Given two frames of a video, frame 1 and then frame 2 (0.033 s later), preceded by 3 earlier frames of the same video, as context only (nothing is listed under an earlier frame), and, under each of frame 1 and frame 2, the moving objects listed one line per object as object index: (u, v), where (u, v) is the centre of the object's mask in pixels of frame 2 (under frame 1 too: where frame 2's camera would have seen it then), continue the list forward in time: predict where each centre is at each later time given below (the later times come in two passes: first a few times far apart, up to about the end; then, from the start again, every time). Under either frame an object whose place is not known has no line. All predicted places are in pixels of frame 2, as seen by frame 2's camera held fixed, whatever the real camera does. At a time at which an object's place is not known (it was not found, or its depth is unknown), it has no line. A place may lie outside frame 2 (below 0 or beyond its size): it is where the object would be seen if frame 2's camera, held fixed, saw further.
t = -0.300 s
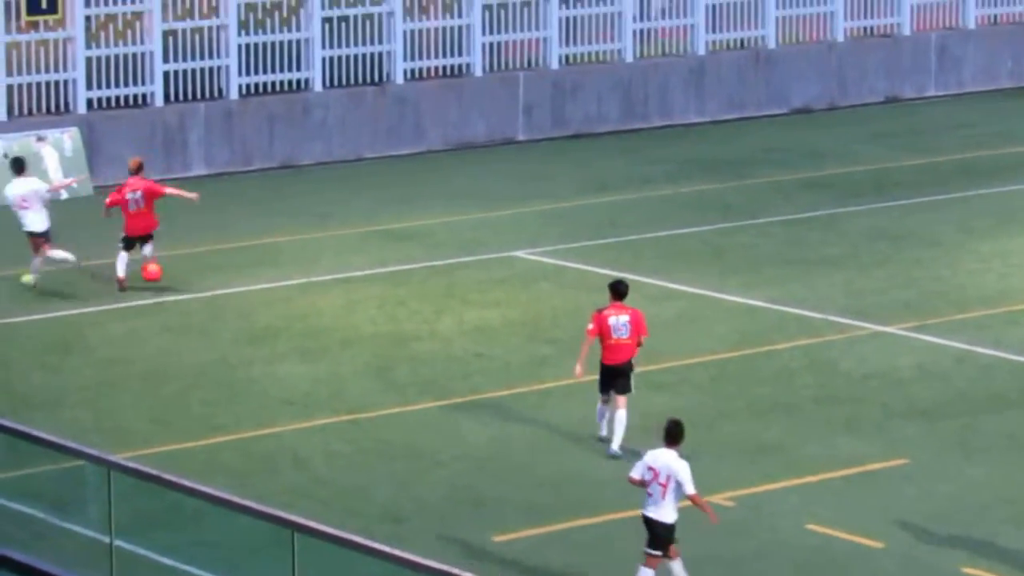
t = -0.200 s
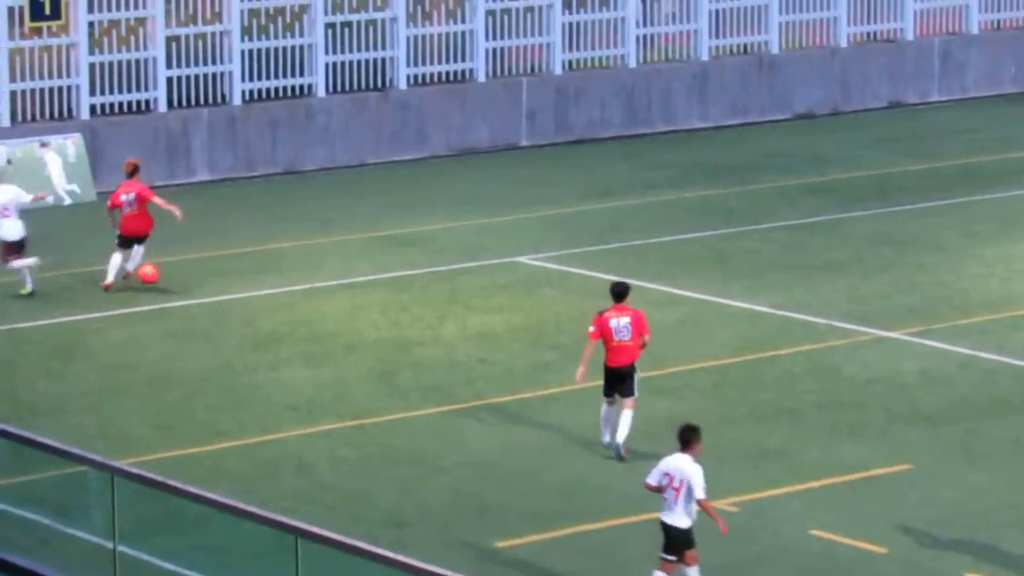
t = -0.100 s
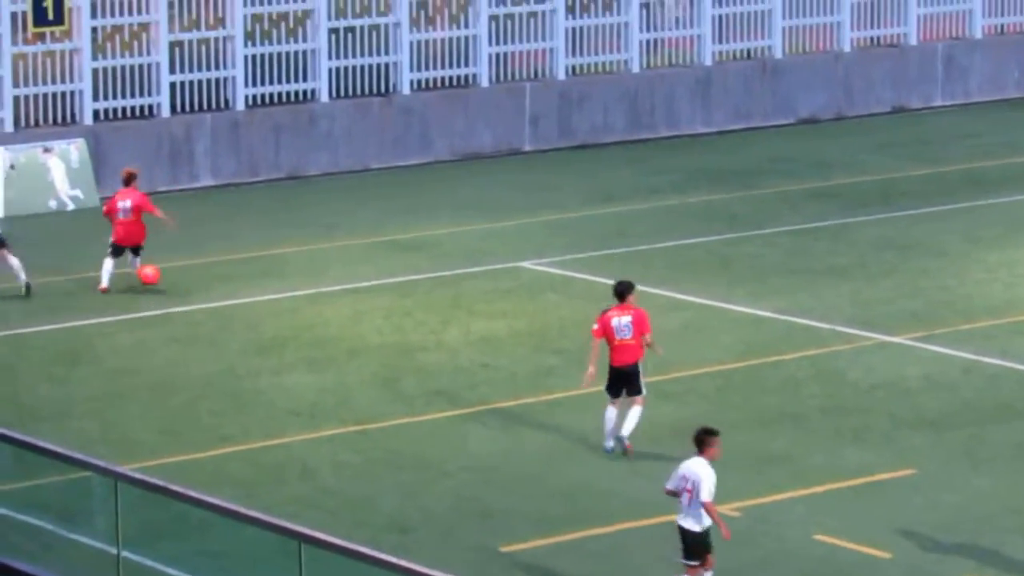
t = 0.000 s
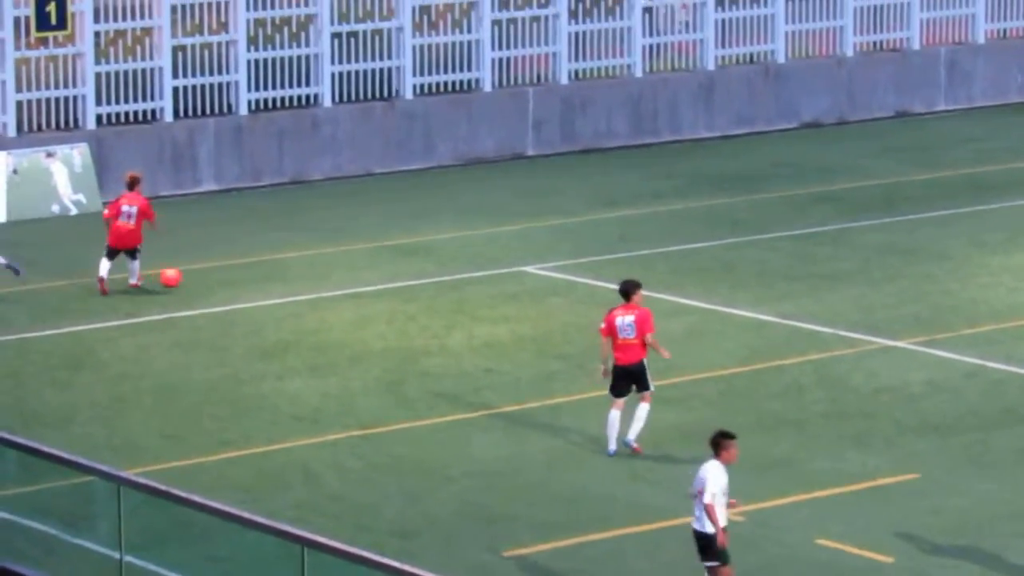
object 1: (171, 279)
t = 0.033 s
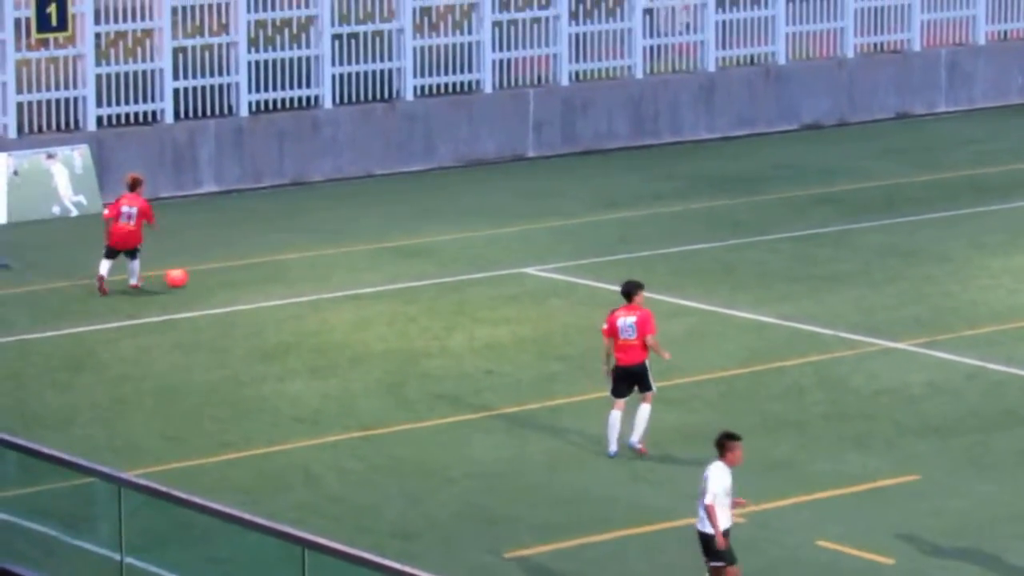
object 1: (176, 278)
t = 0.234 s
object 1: (208, 273)
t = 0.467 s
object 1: (246, 268)
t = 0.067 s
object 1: (182, 277)
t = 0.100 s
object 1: (188, 276)
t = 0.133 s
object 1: (193, 275)
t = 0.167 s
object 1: (198, 275)
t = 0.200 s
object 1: (204, 274)
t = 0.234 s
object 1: (208, 273)
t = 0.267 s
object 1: (214, 272)
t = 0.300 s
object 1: (219, 272)
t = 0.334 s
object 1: (225, 271)
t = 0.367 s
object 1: (230, 271)
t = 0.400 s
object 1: (236, 270)
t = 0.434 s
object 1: (241, 269)
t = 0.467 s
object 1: (246, 268)
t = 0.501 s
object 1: (251, 268)
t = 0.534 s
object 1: (256, 267)
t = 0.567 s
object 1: (261, 266)
